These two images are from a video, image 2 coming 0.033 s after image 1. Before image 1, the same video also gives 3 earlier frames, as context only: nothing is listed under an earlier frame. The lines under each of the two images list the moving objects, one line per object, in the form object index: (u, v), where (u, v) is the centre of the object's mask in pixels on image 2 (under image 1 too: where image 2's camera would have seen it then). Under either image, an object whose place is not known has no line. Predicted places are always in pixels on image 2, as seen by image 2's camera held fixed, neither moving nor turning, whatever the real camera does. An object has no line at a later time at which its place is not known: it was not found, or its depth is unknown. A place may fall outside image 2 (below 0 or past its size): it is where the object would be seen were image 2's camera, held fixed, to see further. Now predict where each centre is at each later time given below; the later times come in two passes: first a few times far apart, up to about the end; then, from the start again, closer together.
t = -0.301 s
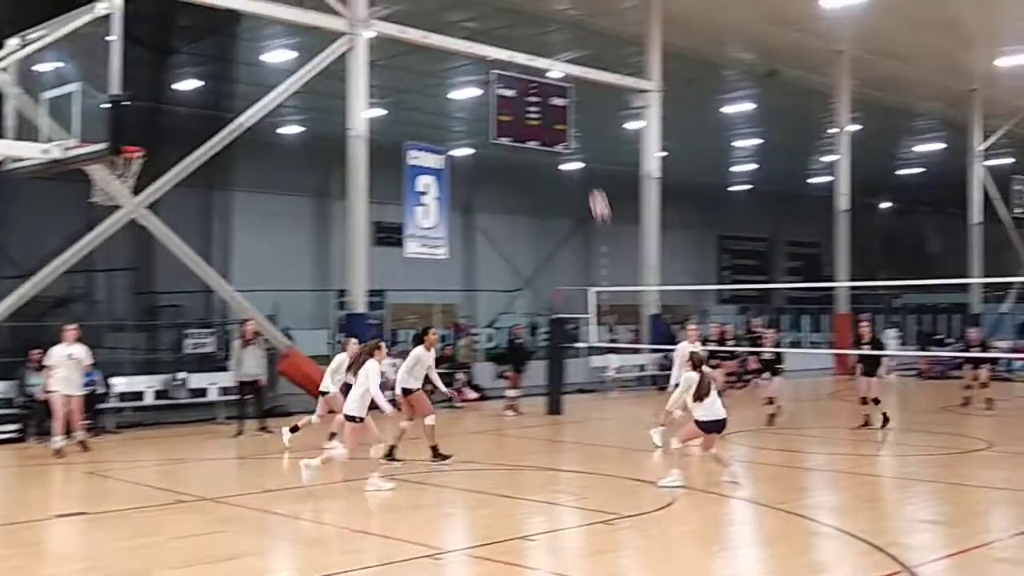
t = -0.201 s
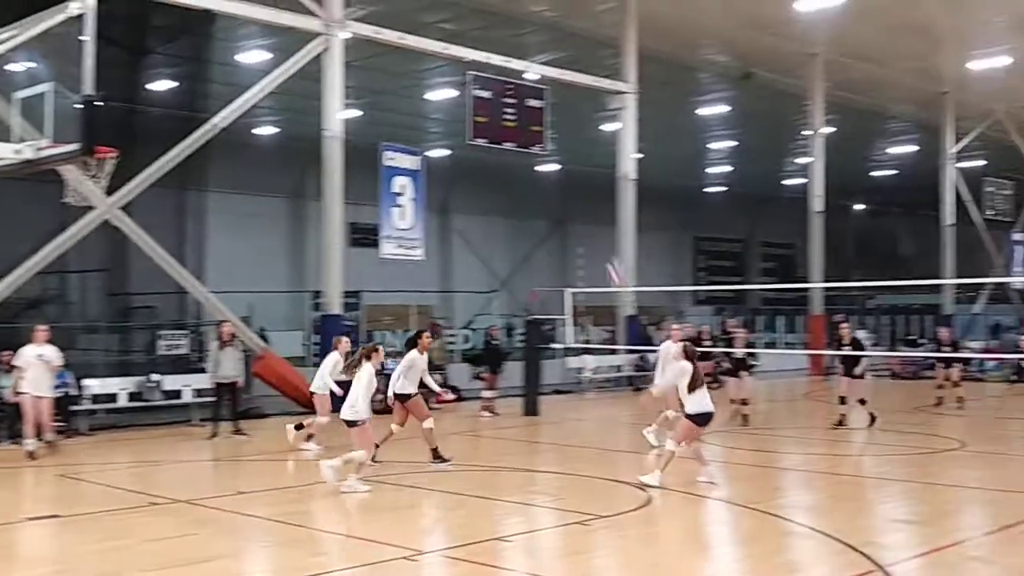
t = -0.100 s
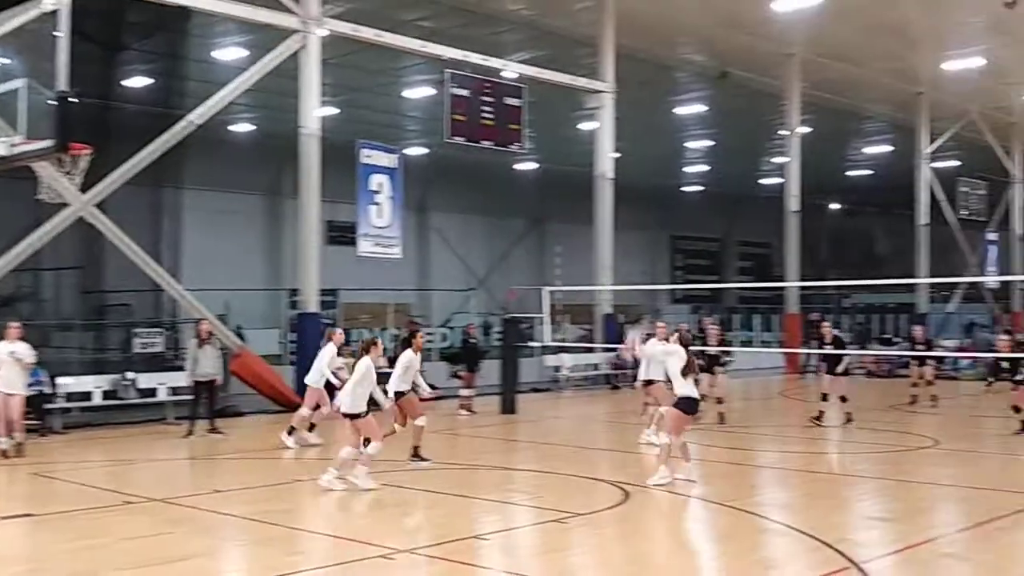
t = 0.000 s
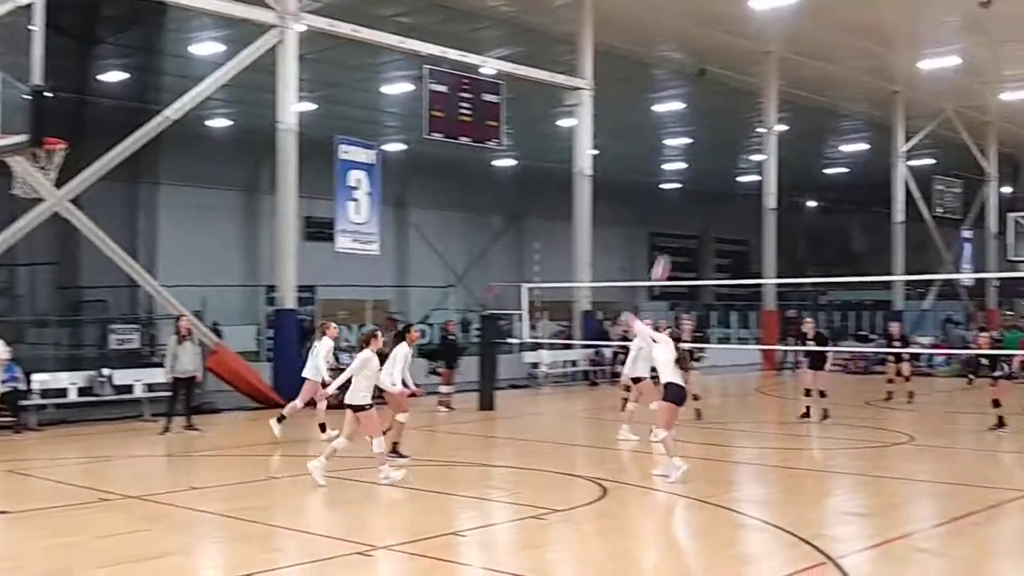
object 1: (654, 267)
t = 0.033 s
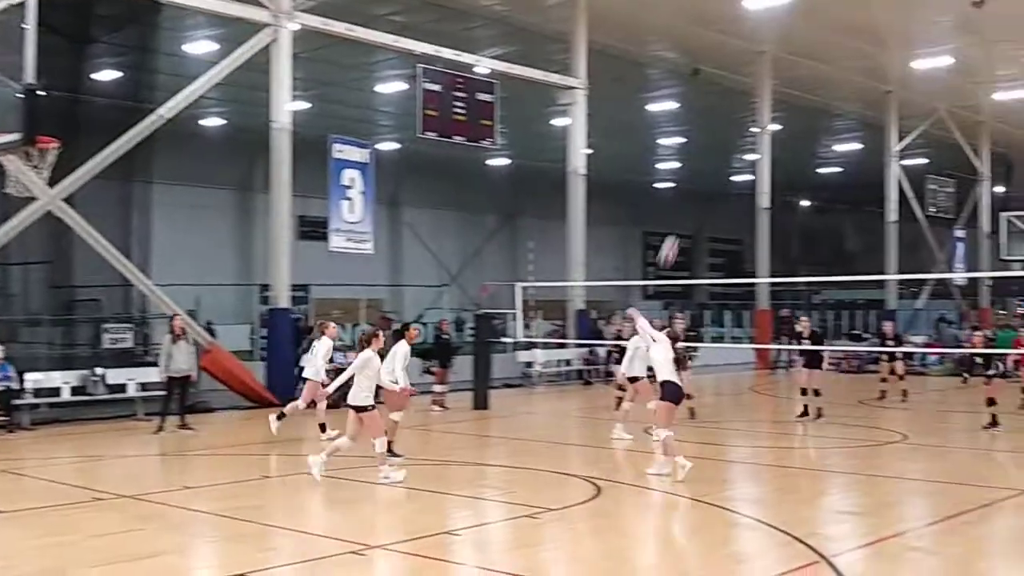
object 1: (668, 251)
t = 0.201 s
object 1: (736, 176)
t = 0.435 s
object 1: (819, 126)
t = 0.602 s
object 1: (868, 120)
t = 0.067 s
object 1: (683, 231)
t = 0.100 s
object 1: (697, 215)
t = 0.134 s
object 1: (711, 200)
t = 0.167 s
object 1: (724, 187)
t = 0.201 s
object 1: (736, 176)
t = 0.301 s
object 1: (775, 148)
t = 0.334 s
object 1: (786, 141)
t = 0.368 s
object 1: (797, 135)
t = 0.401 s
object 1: (808, 130)
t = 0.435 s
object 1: (819, 126)
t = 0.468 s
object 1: (829, 123)
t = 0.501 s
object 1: (839, 122)
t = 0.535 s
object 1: (849, 119)
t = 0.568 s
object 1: (859, 120)
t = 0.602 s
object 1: (868, 120)
